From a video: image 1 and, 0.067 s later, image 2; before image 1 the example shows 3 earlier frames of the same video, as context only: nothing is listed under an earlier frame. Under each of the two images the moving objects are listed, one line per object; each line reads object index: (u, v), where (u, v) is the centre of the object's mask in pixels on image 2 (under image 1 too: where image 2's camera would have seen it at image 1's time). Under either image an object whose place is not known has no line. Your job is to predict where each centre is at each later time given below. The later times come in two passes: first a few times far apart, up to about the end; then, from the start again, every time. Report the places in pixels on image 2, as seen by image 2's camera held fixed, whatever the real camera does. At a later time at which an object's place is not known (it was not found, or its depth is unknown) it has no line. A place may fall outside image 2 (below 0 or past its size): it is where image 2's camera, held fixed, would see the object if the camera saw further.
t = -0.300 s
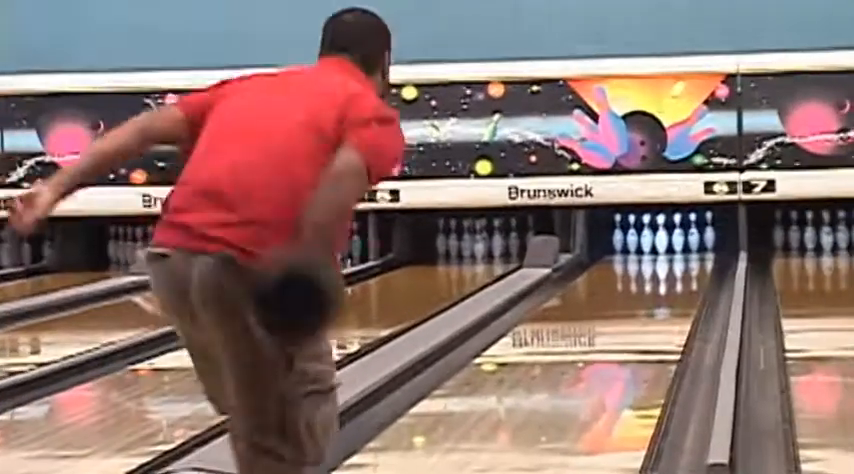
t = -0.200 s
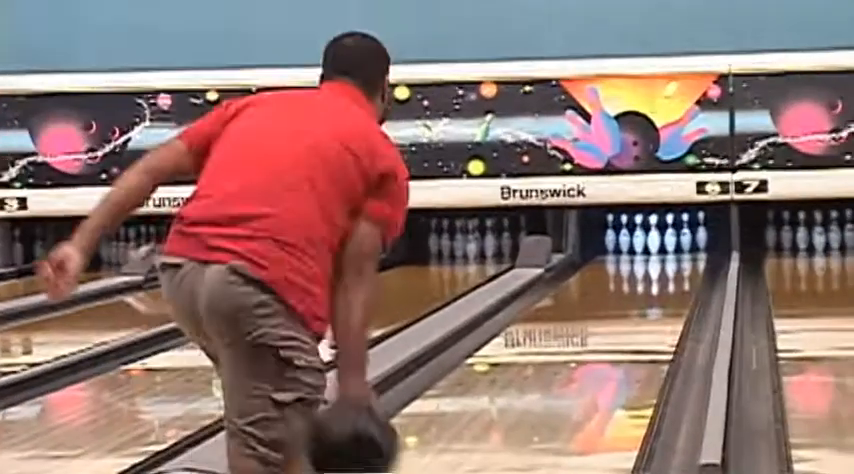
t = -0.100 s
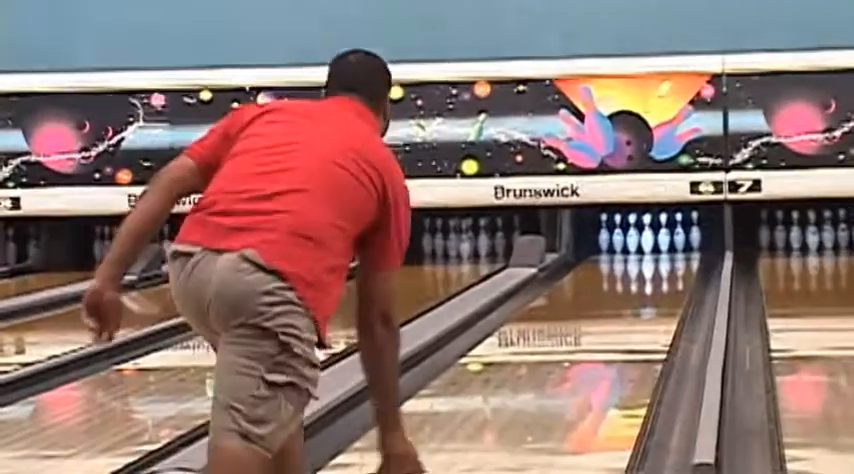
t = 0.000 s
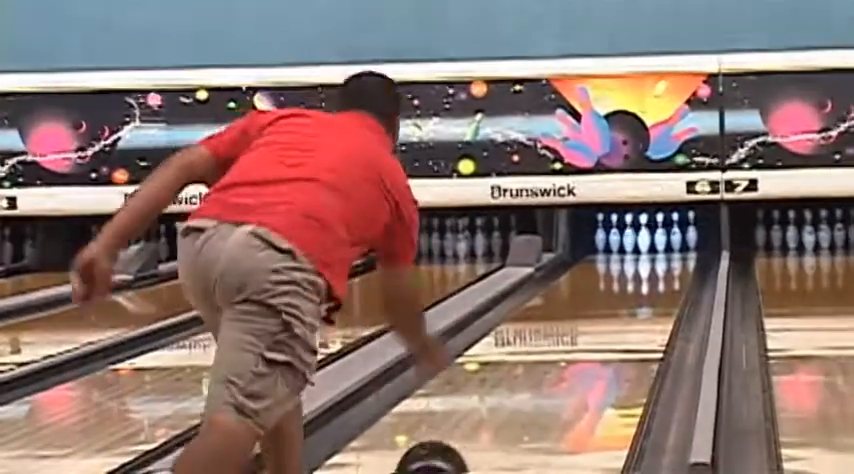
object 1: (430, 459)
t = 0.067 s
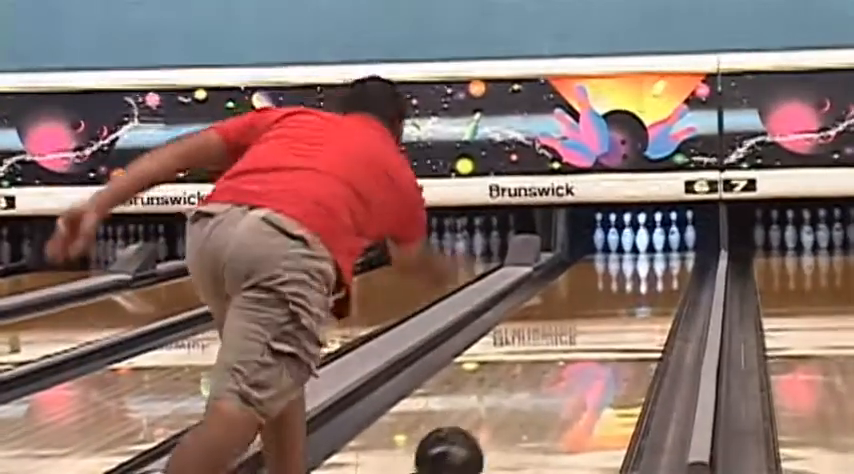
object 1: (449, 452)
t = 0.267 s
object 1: (491, 413)
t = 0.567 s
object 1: (533, 359)
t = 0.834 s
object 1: (559, 328)
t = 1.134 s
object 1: (580, 302)
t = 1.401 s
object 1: (594, 285)
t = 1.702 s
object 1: (604, 268)
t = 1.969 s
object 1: (610, 259)
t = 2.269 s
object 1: (619, 248)
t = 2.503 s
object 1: (615, 244)
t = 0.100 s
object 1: (457, 448)
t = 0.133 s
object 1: (465, 445)
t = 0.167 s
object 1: (472, 438)
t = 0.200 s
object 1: (479, 429)
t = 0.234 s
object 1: (485, 420)
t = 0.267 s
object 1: (491, 413)
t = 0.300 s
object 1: (497, 406)
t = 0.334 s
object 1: (502, 399)
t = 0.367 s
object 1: (508, 393)
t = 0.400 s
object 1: (512, 386)
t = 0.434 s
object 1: (517, 380)
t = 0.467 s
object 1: (522, 374)
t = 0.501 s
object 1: (526, 369)
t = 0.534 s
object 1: (530, 365)
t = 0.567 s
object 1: (533, 359)
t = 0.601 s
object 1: (537, 355)
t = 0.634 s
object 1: (540, 350)
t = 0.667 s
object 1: (544, 346)
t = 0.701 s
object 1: (547, 342)
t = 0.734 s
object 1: (550, 338)
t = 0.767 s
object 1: (553, 335)
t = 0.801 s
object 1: (556, 331)
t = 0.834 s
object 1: (559, 328)
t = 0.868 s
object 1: (562, 325)
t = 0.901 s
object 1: (564, 322)
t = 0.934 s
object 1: (567, 319)
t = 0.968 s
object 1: (569, 316)
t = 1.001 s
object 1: (571, 314)
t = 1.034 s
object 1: (574, 310)
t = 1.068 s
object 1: (576, 307)
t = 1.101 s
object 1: (578, 305)
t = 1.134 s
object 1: (580, 302)
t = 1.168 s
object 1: (582, 299)
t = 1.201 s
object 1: (584, 297)
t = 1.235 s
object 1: (585, 295)
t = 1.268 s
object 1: (587, 292)
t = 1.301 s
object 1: (588, 291)
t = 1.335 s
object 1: (590, 288)
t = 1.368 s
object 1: (592, 286)
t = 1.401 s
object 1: (594, 285)
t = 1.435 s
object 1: (595, 283)
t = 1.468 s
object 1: (597, 281)
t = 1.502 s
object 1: (598, 279)
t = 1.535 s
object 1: (599, 278)
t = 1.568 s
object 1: (600, 275)
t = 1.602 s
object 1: (602, 274)
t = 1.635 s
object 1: (603, 272)
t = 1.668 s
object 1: (603, 270)
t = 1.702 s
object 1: (604, 268)
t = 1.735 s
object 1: (605, 267)
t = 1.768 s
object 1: (606, 266)
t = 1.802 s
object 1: (607, 264)
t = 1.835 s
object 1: (608, 263)
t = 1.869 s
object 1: (609, 262)
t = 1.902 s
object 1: (609, 260)
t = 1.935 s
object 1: (610, 259)
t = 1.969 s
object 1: (610, 259)
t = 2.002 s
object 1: (611, 258)
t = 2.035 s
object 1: (612, 256)
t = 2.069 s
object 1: (613, 255)
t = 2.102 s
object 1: (615, 253)
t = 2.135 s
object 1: (616, 252)
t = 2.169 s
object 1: (617, 251)
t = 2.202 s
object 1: (618, 250)
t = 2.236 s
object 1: (619, 249)
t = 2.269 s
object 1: (619, 248)
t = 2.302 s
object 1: (619, 247)
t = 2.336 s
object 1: (620, 247)
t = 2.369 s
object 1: (620, 246)
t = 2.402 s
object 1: (620, 244)
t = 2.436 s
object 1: (617, 245)
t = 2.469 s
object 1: (614, 244)
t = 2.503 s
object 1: (615, 244)
